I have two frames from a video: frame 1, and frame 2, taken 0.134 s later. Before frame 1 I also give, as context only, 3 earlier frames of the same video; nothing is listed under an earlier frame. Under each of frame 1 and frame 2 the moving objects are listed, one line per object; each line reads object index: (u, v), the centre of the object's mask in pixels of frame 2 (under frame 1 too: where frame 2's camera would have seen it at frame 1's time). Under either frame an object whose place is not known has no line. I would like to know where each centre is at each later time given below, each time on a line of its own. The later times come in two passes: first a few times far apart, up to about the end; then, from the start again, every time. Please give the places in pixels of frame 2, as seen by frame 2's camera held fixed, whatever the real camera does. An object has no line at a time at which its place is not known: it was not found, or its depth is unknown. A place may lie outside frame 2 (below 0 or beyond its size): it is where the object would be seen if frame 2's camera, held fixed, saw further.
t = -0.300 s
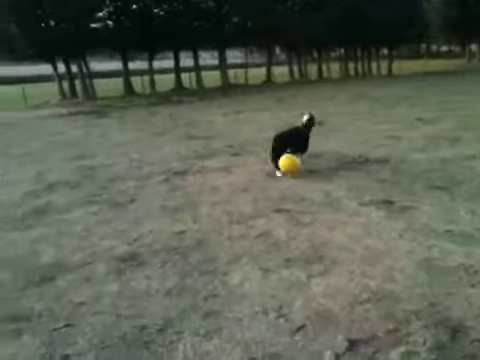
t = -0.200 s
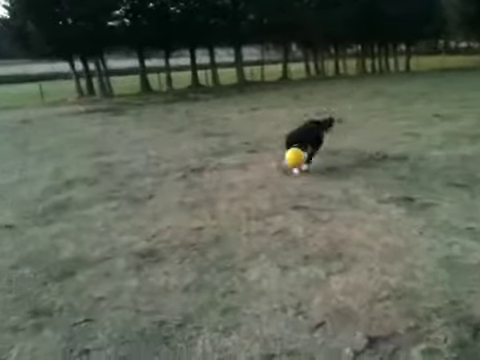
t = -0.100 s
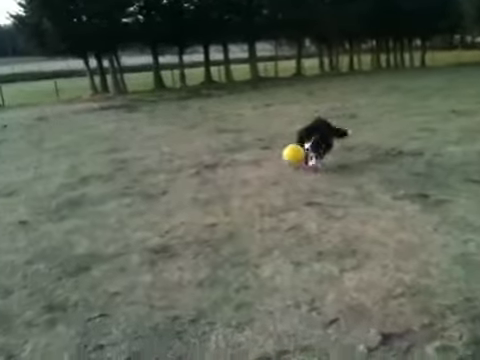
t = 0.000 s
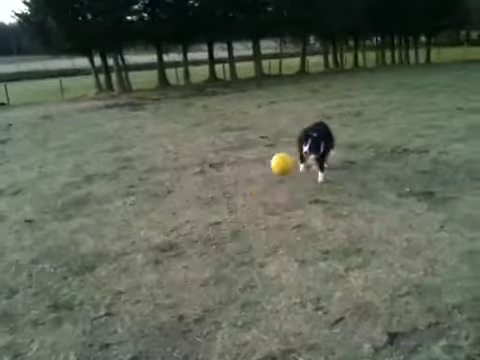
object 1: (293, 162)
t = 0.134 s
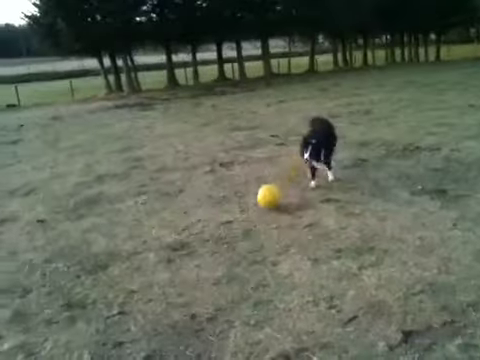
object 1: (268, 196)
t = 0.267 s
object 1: (239, 203)
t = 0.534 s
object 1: (176, 236)
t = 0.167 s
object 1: (262, 198)
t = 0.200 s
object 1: (254, 199)
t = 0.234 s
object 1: (247, 200)
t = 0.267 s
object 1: (239, 203)
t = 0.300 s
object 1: (232, 207)
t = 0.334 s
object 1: (225, 214)
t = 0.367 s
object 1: (218, 220)
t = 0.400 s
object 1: (209, 222)
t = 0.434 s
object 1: (199, 226)
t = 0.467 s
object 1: (191, 230)
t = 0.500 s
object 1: (184, 234)
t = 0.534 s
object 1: (176, 236)
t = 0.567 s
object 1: (168, 240)
